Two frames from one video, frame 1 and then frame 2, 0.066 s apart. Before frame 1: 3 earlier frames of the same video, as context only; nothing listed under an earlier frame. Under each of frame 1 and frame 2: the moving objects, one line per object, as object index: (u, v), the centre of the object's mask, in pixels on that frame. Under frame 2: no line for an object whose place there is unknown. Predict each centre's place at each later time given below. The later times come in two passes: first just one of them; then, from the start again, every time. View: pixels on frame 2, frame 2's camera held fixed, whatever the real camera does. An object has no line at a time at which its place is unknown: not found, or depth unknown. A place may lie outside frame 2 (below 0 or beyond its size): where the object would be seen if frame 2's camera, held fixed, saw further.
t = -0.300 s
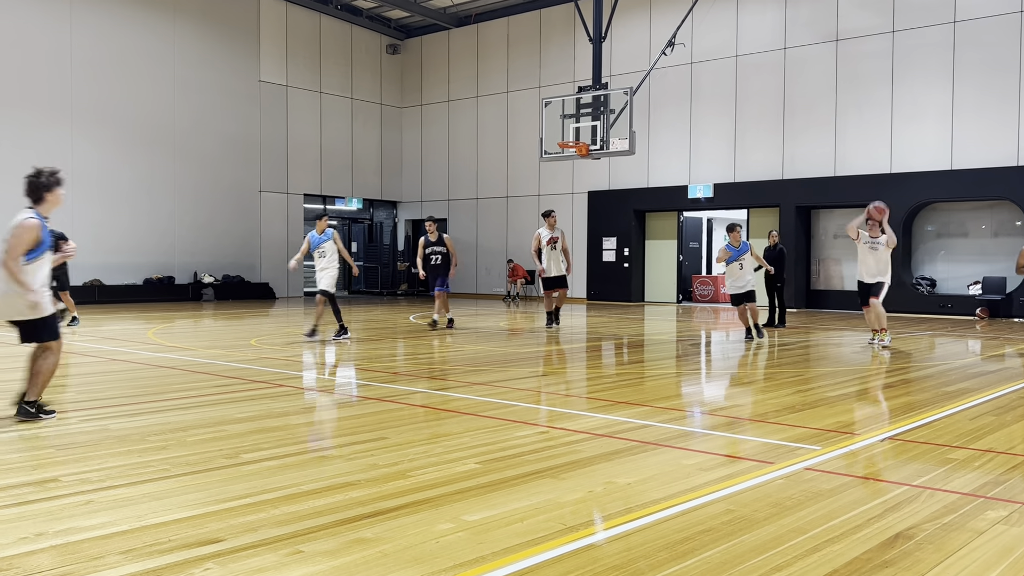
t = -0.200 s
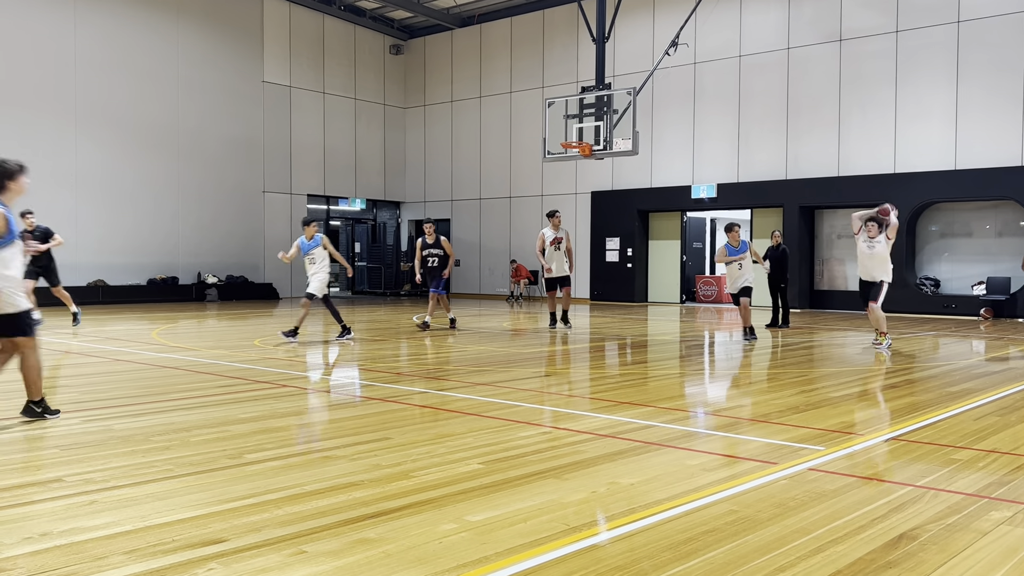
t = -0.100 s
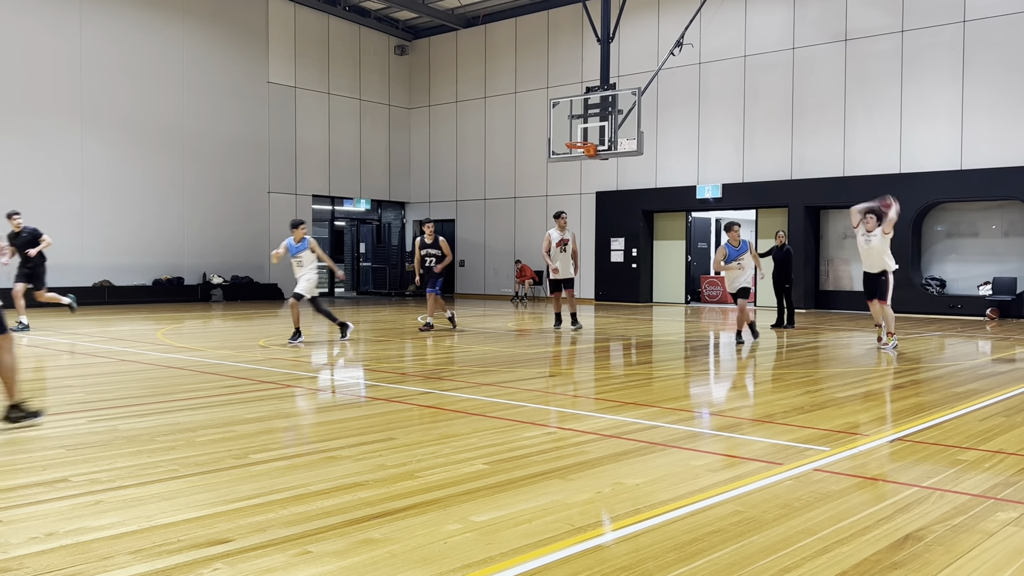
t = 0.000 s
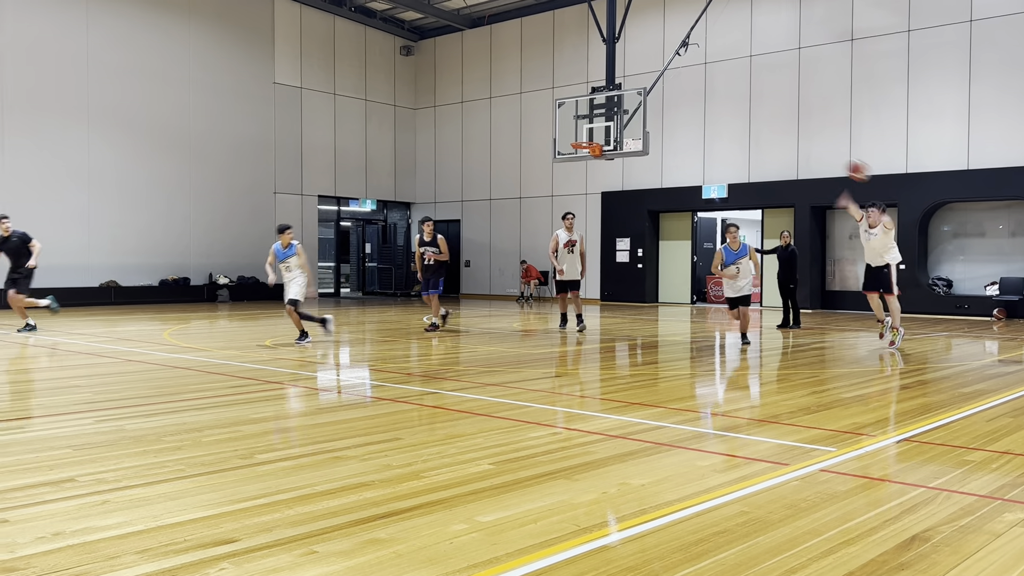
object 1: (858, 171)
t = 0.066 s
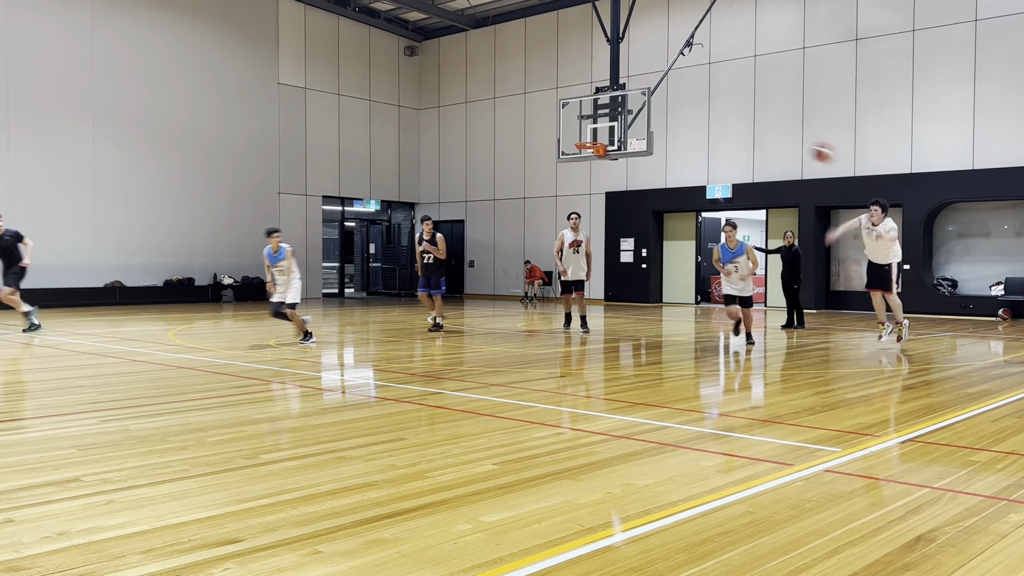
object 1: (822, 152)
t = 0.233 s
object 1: (705, 121)
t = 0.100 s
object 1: (802, 144)
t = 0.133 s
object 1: (781, 136)
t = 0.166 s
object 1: (757, 131)
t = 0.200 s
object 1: (732, 125)
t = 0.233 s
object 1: (705, 121)
